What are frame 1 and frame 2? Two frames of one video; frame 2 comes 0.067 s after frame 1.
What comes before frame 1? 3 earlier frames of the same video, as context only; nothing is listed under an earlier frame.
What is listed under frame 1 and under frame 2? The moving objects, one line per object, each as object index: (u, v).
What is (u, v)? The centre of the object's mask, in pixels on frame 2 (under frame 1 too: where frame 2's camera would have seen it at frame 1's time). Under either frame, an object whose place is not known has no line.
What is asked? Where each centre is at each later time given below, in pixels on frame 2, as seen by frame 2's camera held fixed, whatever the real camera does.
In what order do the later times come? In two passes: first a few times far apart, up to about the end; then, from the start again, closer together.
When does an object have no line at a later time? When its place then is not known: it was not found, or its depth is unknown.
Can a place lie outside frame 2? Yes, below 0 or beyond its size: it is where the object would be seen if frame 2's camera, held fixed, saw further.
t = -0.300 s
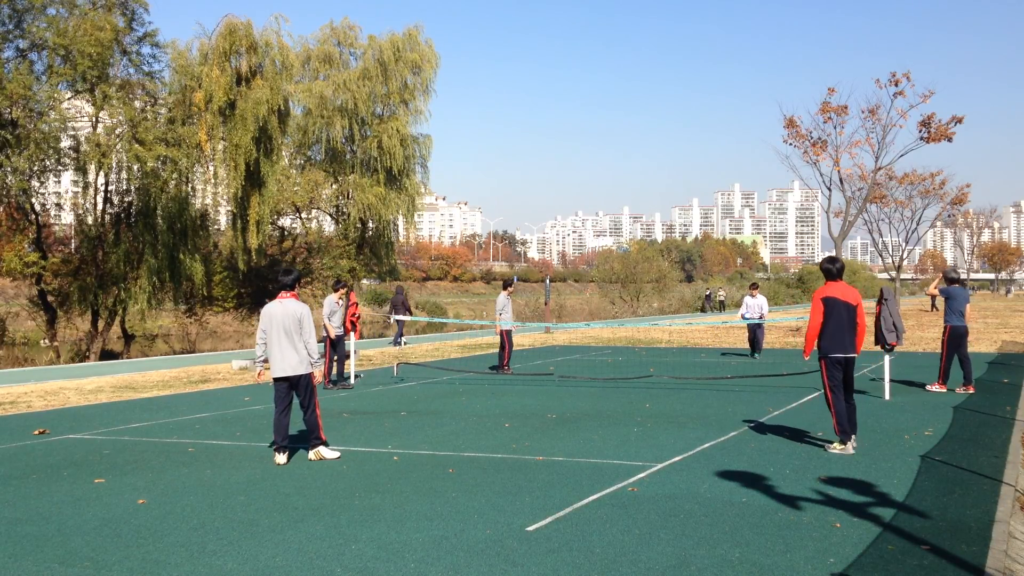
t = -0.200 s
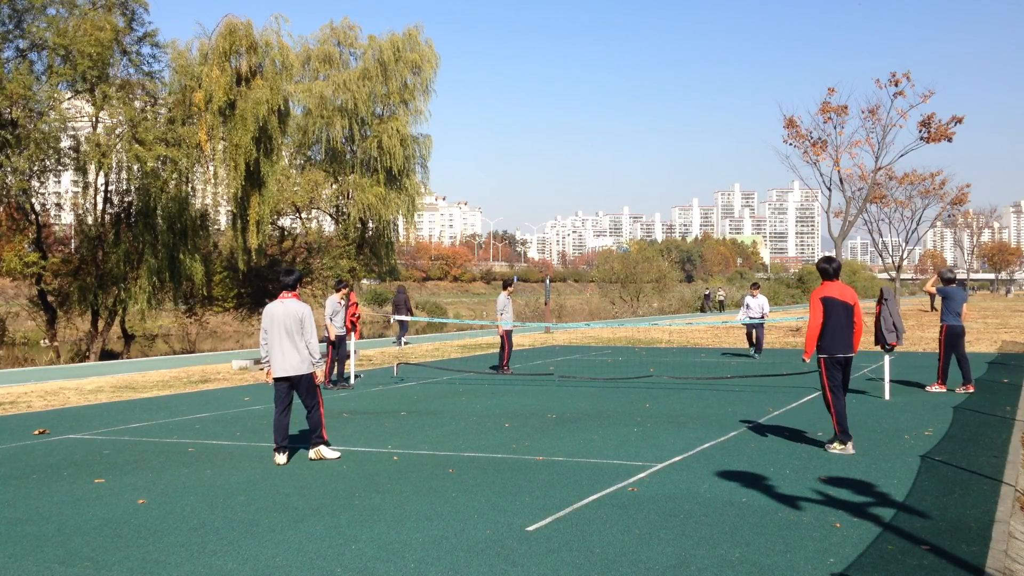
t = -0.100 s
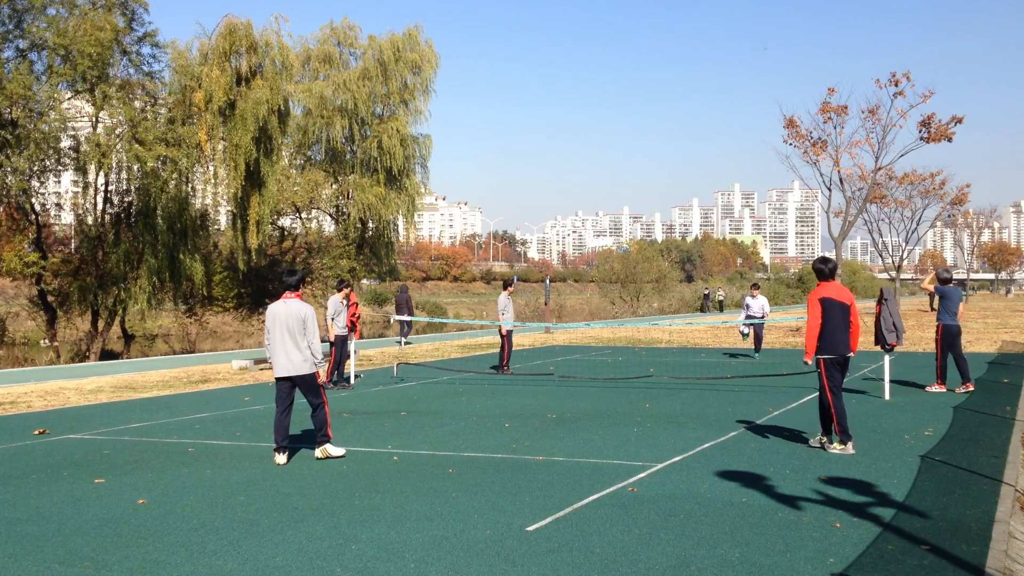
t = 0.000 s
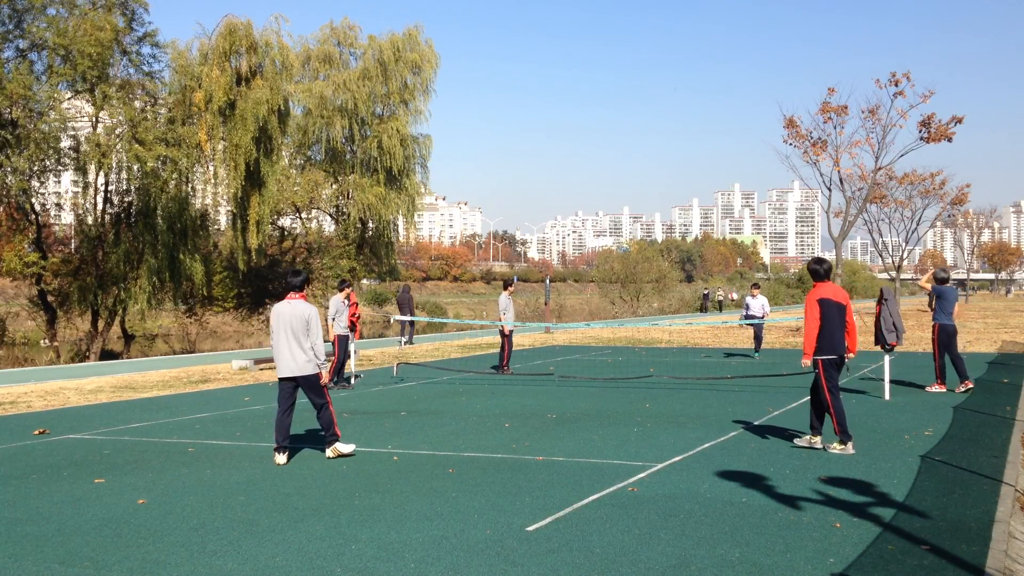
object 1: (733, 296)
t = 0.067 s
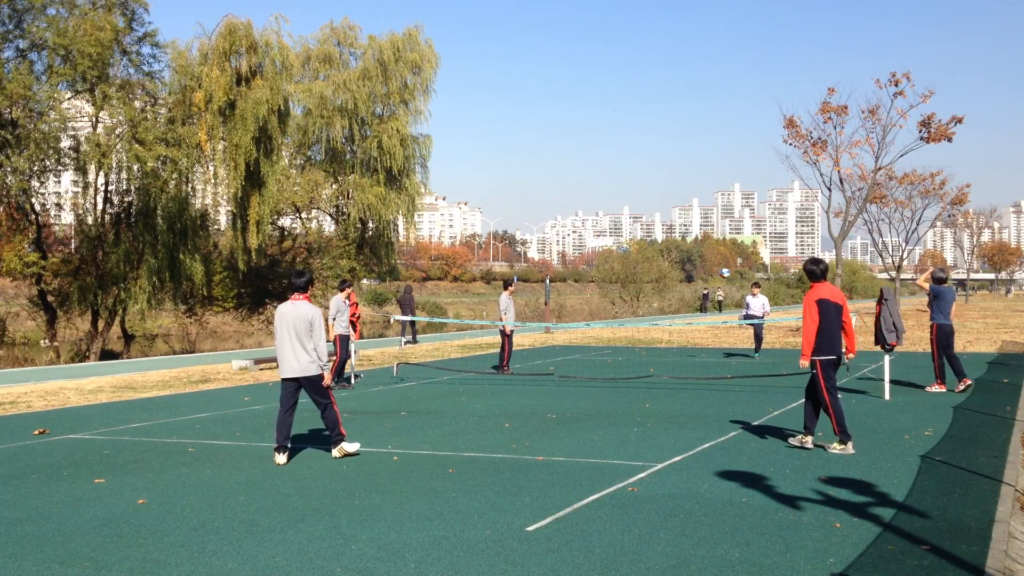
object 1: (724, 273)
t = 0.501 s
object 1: (666, 167)
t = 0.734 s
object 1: (630, 147)
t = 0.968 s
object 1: (590, 160)
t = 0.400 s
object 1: (681, 185)
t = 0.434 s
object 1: (676, 178)
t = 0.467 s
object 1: (671, 172)
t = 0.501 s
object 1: (666, 167)
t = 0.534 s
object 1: (661, 163)
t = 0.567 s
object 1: (657, 159)
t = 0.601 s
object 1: (651, 155)
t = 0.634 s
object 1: (646, 152)
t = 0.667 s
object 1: (641, 150)
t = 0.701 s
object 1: (636, 148)
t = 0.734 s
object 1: (630, 147)
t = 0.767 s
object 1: (625, 147)
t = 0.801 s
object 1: (619, 147)
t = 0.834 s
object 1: (614, 148)
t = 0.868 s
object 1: (608, 150)
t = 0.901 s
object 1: (602, 153)
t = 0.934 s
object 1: (596, 156)
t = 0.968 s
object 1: (590, 160)
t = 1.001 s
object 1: (584, 165)
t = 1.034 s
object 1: (578, 171)
